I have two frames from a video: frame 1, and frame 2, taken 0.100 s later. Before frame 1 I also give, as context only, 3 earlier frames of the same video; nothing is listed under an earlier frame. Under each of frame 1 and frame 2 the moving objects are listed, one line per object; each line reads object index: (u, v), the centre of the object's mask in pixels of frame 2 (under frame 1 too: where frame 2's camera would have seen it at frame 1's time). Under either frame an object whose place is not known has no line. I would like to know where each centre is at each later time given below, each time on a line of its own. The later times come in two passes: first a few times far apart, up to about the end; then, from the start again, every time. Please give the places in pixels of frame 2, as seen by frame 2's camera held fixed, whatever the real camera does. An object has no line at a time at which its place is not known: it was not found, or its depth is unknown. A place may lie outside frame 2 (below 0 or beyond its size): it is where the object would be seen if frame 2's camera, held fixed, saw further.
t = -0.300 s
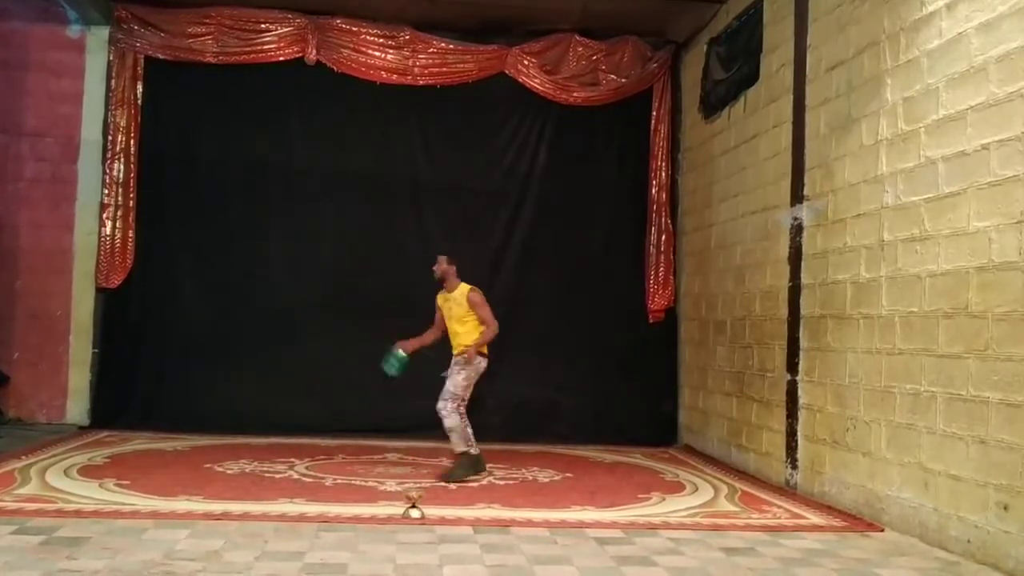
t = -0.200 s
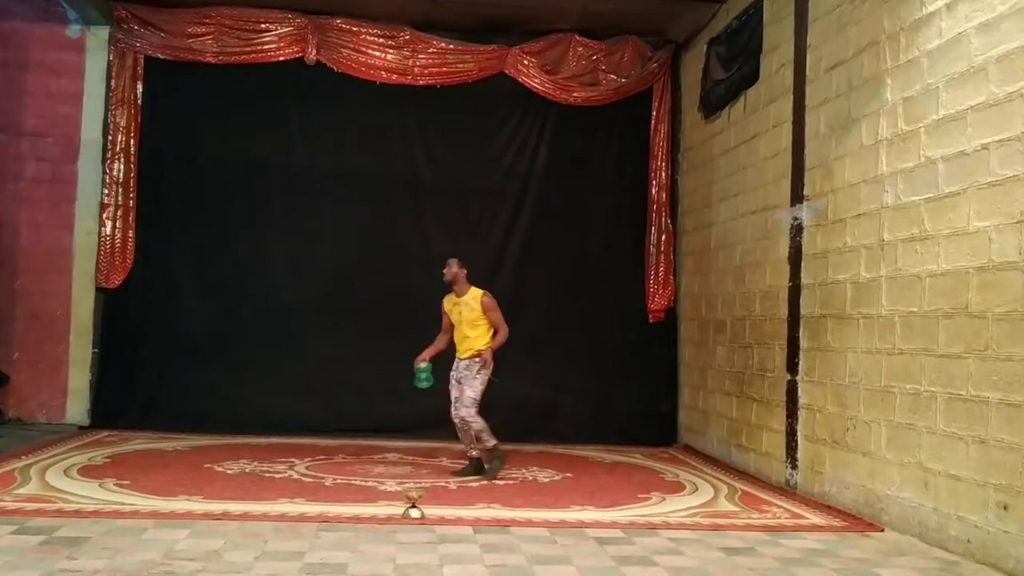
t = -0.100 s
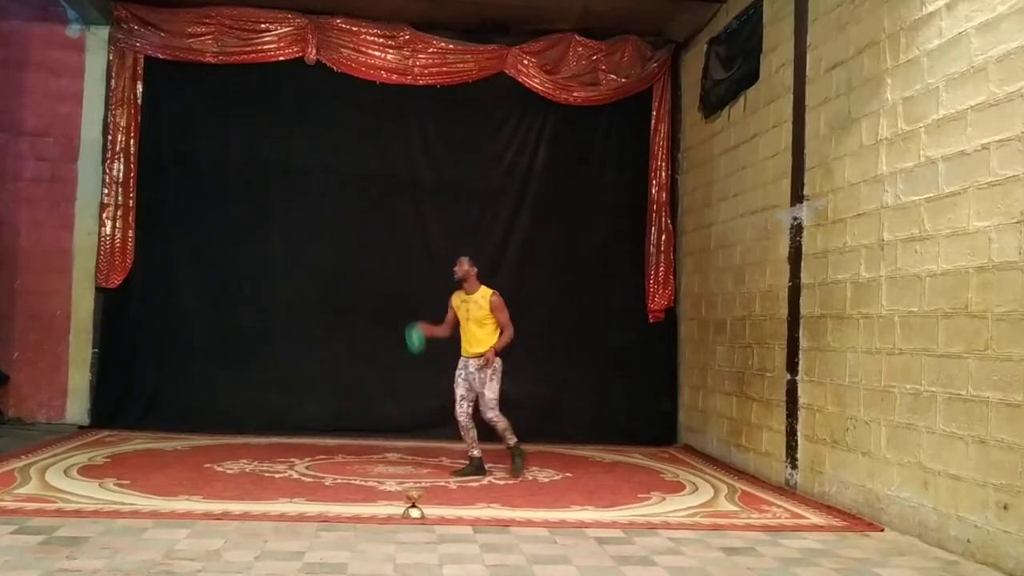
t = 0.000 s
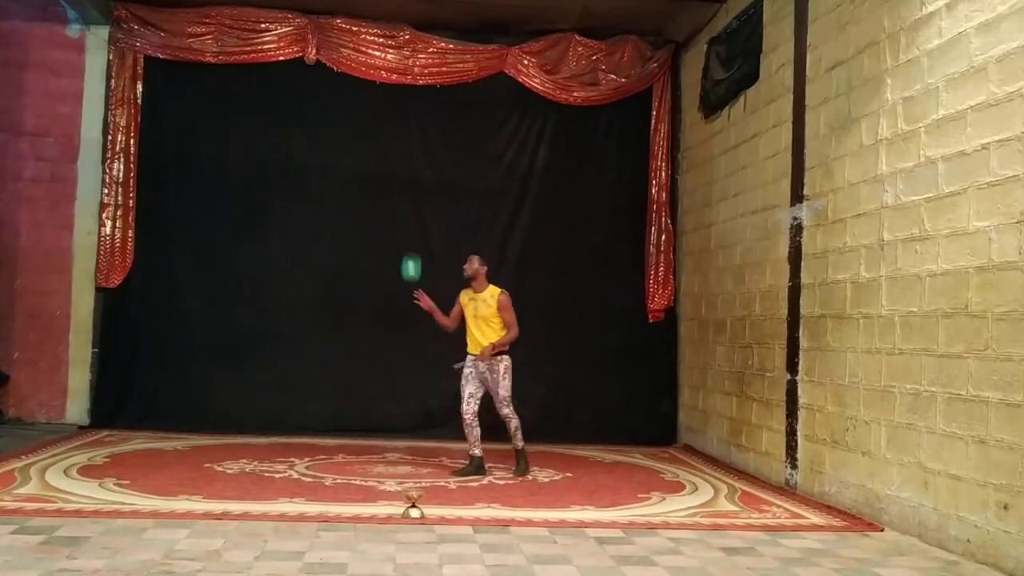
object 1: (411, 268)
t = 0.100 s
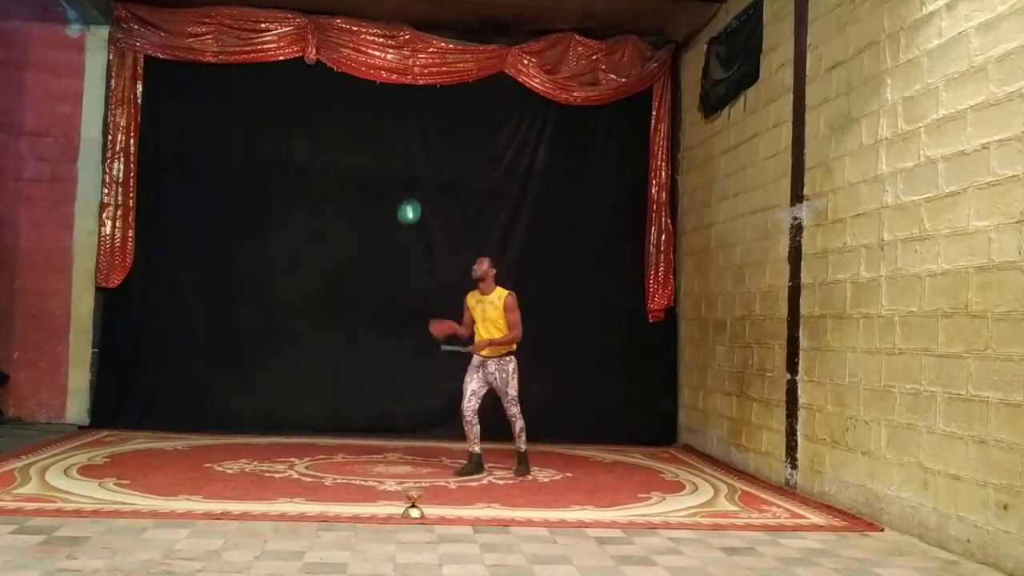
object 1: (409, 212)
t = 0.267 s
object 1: (403, 148)
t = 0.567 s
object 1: (388, 126)
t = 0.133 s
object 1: (408, 197)
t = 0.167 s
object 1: (407, 182)
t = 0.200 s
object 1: (406, 169)
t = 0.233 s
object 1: (404, 157)
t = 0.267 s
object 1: (403, 148)
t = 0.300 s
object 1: (402, 140)
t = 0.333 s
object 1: (401, 133)
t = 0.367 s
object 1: (399, 128)
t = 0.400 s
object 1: (397, 123)
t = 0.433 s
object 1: (396, 121)
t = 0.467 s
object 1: (394, 119)
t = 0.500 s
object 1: (392, 120)
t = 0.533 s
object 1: (390, 122)
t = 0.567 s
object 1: (388, 126)
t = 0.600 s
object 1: (387, 130)
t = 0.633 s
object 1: (385, 137)
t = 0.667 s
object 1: (383, 145)
